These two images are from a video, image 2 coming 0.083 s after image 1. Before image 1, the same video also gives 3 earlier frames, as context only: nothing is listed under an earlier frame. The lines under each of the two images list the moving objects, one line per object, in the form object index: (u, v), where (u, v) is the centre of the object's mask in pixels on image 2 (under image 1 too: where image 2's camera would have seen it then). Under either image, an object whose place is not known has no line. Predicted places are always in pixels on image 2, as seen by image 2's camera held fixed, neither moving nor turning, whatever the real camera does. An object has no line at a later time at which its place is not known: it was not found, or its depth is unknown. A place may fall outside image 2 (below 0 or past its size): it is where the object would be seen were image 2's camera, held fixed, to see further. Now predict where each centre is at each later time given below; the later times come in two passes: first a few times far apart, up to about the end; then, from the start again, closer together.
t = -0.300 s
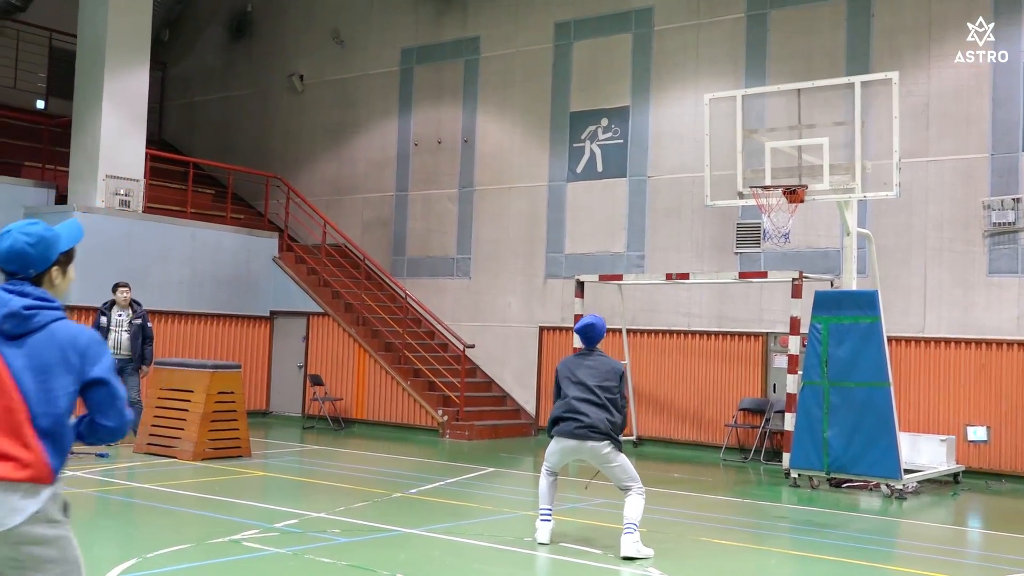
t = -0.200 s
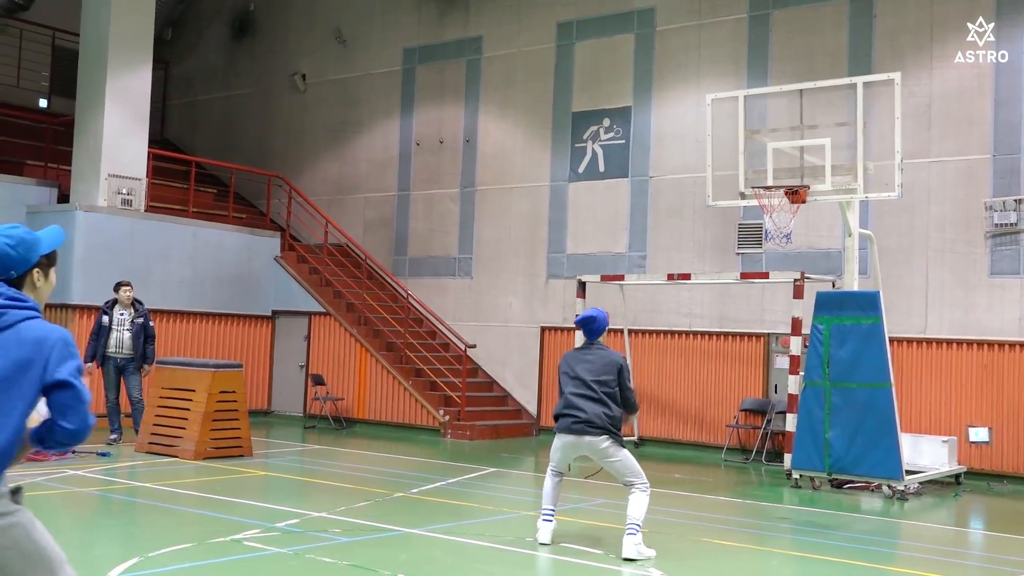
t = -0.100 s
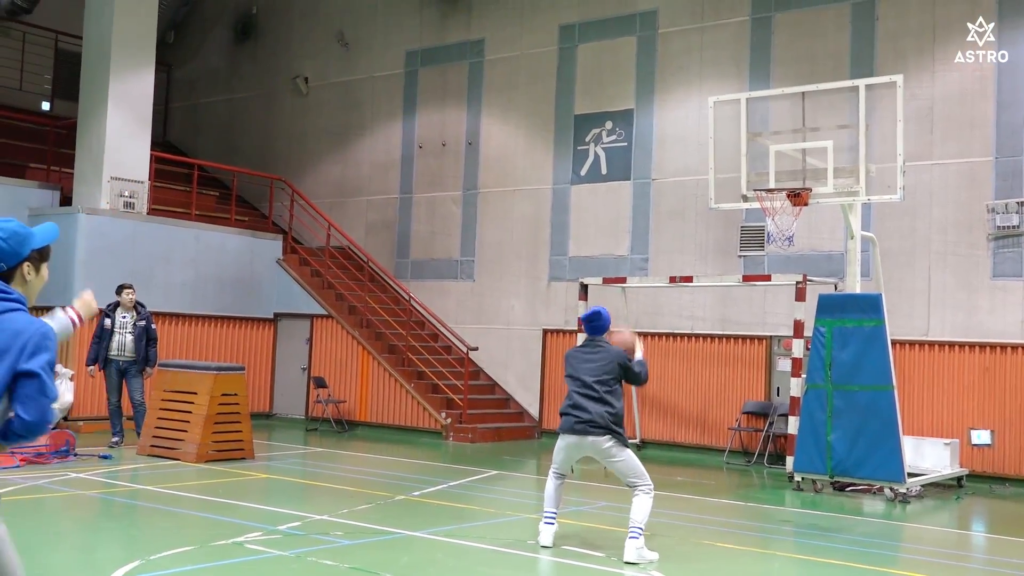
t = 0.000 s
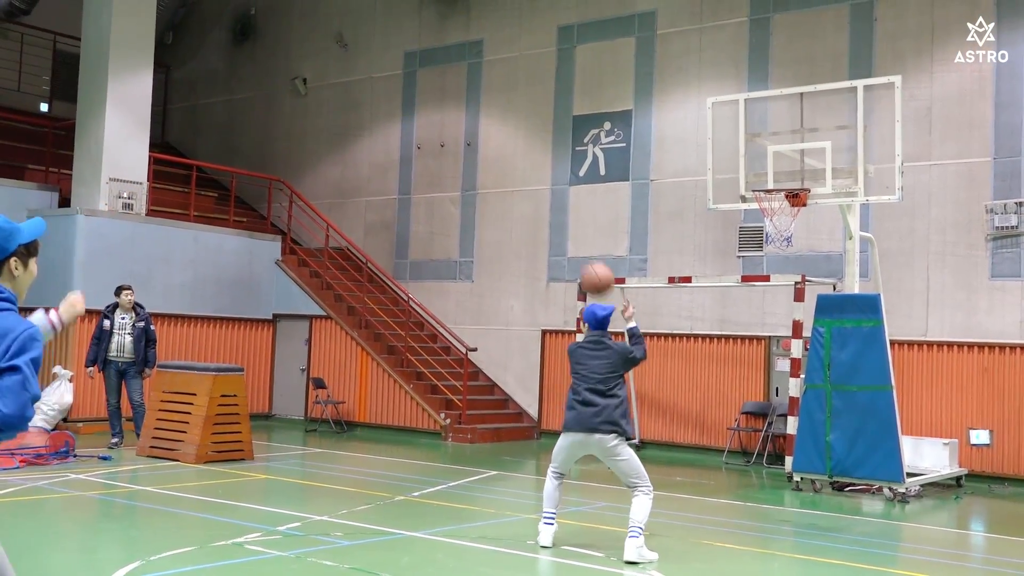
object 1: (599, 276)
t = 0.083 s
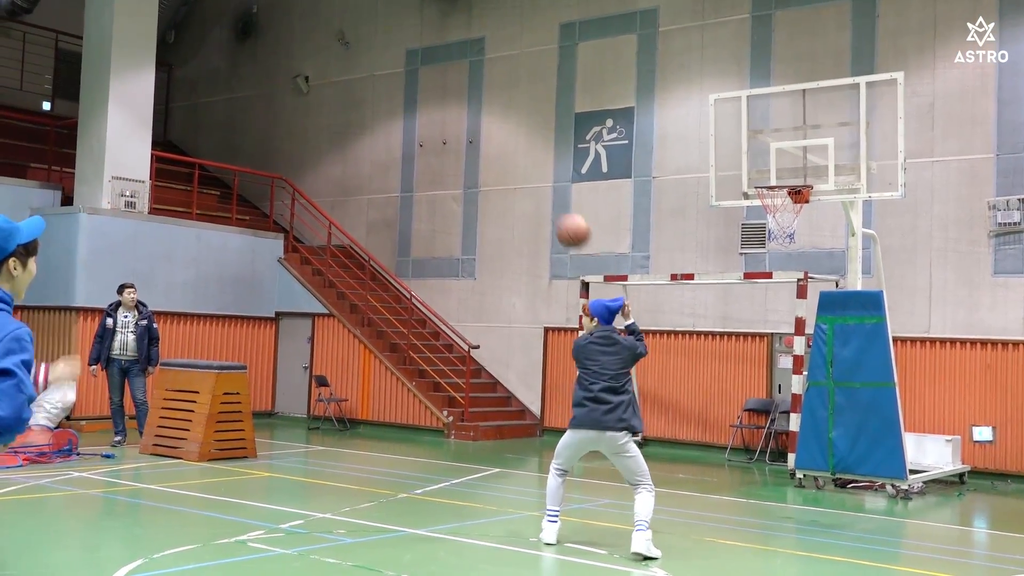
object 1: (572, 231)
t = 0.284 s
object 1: (508, 158)
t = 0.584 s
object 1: (398, 151)
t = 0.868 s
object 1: (273, 282)
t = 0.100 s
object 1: (568, 223)
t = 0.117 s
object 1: (563, 215)
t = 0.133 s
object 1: (558, 208)
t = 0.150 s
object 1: (552, 202)
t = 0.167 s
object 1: (547, 195)
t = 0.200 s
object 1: (536, 183)
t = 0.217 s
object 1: (530, 177)
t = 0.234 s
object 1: (525, 172)
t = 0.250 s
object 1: (519, 167)
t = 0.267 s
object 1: (513, 162)
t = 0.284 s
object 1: (508, 158)
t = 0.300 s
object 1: (502, 155)
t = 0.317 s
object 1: (496, 151)
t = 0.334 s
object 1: (490, 148)
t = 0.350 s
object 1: (484, 145)
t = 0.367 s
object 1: (479, 143)
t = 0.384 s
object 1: (473, 141)
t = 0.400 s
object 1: (467, 140)
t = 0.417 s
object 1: (460, 139)
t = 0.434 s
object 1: (455, 138)
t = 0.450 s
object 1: (449, 138)
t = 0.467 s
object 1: (443, 138)
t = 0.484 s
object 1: (436, 139)
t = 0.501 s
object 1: (430, 140)
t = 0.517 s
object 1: (424, 141)
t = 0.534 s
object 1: (417, 143)
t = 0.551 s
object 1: (411, 145)
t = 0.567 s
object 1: (404, 148)
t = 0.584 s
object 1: (398, 151)
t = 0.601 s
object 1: (391, 155)
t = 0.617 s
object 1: (384, 159)
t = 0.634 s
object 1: (377, 164)
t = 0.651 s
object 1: (370, 169)
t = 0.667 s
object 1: (364, 174)
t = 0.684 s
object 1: (356, 181)
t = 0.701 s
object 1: (349, 187)
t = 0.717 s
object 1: (341, 195)
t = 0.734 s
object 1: (334, 203)
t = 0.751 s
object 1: (327, 210)
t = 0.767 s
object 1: (319, 220)
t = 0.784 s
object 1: (311, 229)
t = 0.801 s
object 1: (304, 239)
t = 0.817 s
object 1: (297, 248)
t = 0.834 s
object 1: (289, 259)
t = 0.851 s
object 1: (282, 271)
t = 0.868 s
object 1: (273, 282)
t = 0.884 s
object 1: (265, 296)
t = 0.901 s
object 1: (257, 309)
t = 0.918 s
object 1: (248, 322)
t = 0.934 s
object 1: (240, 337)
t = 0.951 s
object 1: (231, 352)
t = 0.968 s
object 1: (223, 369)
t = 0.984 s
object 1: (215, 386)
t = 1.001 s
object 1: (205, 401)
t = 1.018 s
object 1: (196, 421)
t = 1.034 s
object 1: (187, 438)
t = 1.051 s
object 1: (178, 457)
